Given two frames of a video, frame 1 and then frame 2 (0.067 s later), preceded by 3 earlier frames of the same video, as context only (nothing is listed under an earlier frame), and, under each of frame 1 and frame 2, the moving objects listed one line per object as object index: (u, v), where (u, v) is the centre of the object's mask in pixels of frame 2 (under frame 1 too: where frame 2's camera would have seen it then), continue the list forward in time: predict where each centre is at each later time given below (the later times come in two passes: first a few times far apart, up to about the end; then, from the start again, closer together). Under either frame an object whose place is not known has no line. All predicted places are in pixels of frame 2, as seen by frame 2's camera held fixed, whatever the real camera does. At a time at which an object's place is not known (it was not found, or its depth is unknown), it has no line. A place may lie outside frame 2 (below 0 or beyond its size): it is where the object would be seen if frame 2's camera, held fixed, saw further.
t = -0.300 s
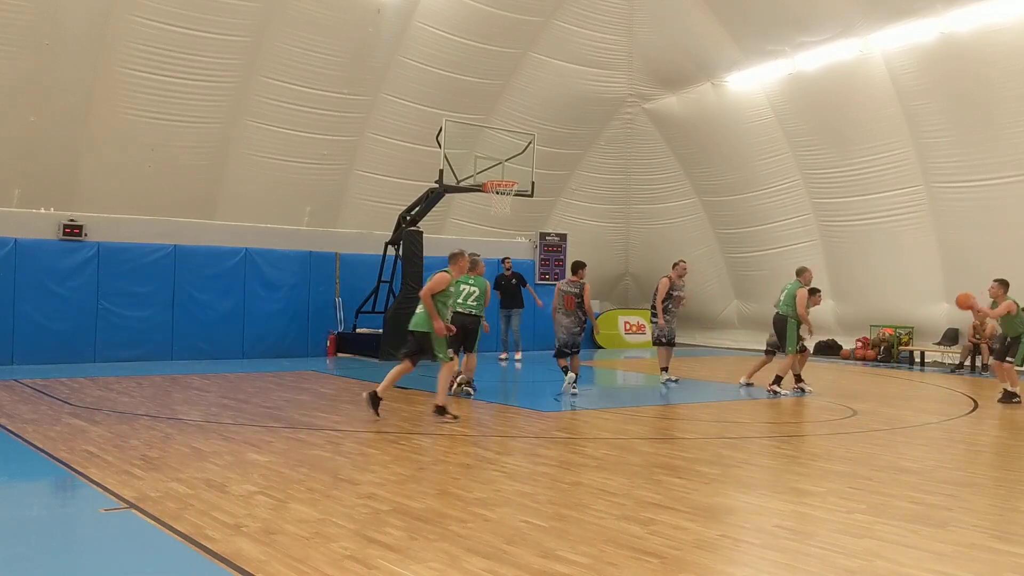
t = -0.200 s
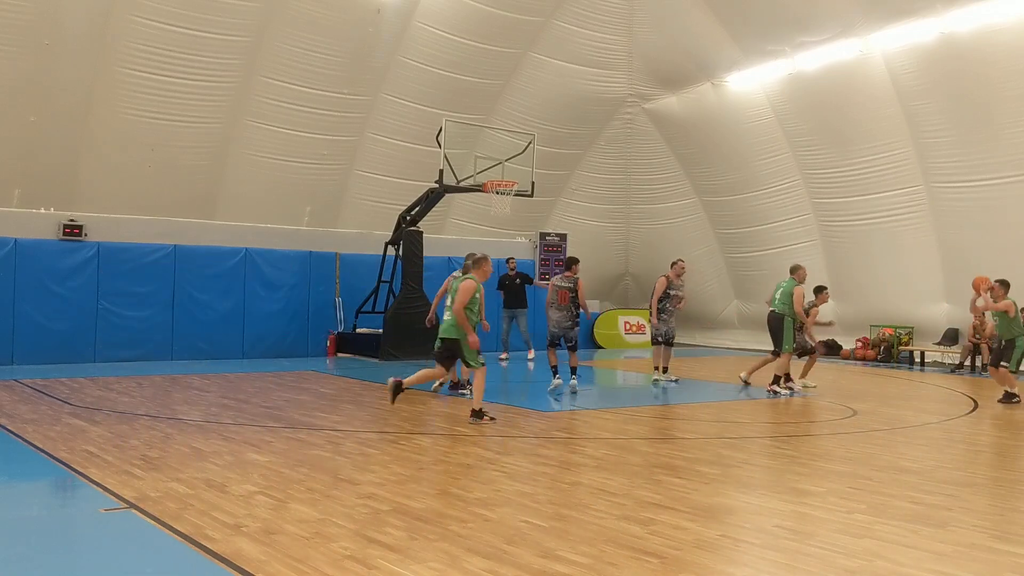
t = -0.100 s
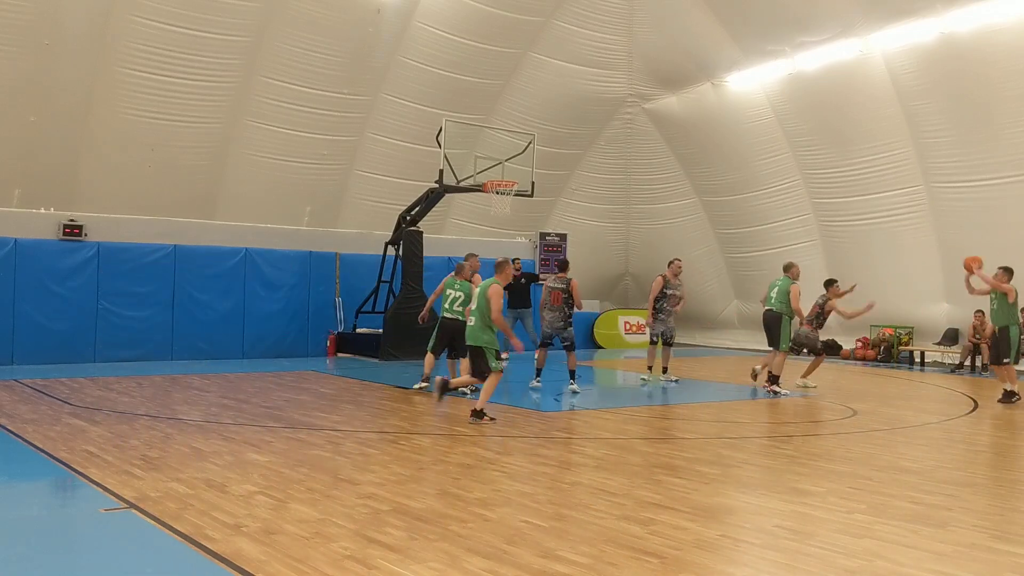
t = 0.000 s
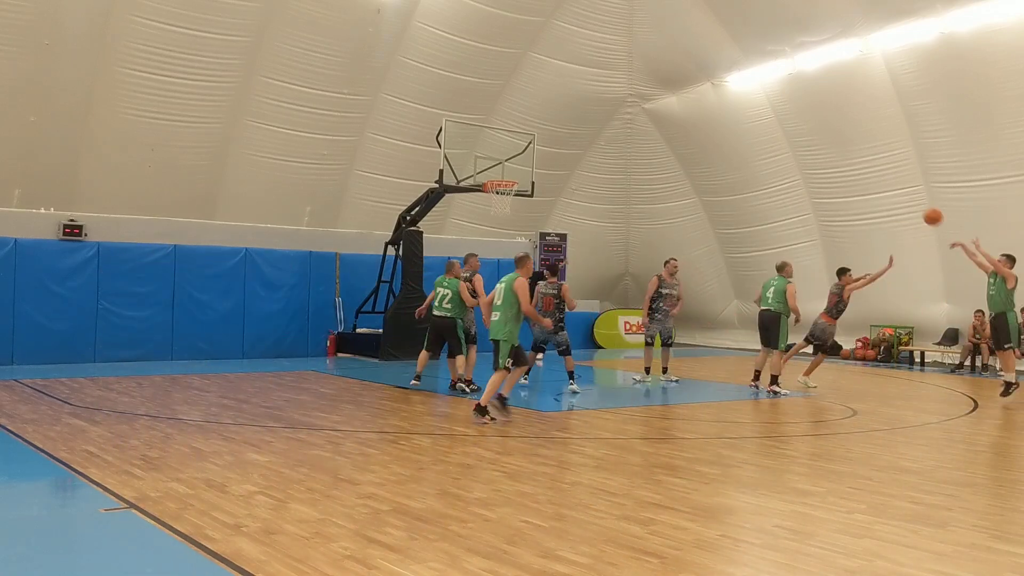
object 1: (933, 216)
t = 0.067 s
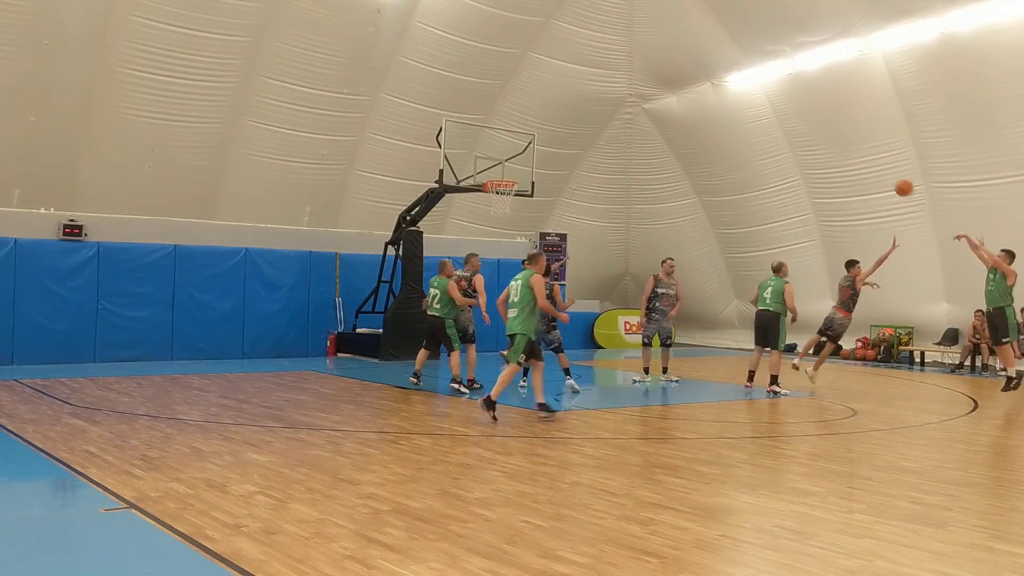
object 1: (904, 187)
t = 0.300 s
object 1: (807, 117)
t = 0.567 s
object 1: (704, 85)
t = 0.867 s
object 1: (597, 109)
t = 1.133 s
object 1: (510, 173)
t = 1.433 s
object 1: (477, 228)
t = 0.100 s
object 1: (890, 175)
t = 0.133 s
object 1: (876, 163)
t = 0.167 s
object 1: (862, 152)
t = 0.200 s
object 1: (848, 142)
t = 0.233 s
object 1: (834, 132)
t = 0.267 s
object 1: (821, 124)
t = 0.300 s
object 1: (807, 117)
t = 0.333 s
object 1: (794, 110)
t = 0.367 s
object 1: (781, 104)
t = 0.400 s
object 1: (768, 99)
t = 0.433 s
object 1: (755, 95)
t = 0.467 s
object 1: (742, 92)
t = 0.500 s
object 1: (729, 89)
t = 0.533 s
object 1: (716, 87)
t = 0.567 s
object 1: (704, 85)
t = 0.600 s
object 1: (692, 85)
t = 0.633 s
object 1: (680, 86)
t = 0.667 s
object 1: (668, 87)
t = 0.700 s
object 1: (656, 89)
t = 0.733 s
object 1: (644, 91)
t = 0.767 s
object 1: (632, 95)
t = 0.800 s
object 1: (621, 99)
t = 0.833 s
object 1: (609, 103)
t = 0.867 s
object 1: (597, 109)
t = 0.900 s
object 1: (586, 115)
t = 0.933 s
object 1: (575, 122)
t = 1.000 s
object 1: (554, 136)
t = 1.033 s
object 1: (542, 145)
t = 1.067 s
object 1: (532, 154)
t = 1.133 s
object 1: (510, 173)
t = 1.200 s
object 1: (490, 196)
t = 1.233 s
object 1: (487, 199)
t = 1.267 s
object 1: (486, 202)
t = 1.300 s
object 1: (484, 205)
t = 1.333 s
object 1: (482, 210)
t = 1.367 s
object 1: (481, 215)
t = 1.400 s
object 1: (479, 222)
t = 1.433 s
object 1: (477, 228)
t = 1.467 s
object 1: (475, 235)
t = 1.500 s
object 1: (474, 243)
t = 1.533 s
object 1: (472, 252)
